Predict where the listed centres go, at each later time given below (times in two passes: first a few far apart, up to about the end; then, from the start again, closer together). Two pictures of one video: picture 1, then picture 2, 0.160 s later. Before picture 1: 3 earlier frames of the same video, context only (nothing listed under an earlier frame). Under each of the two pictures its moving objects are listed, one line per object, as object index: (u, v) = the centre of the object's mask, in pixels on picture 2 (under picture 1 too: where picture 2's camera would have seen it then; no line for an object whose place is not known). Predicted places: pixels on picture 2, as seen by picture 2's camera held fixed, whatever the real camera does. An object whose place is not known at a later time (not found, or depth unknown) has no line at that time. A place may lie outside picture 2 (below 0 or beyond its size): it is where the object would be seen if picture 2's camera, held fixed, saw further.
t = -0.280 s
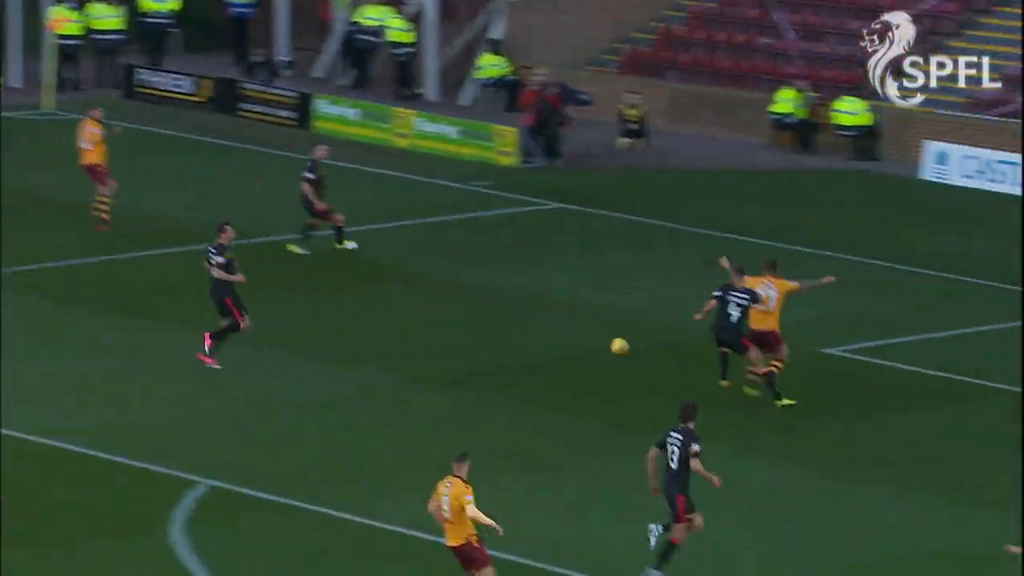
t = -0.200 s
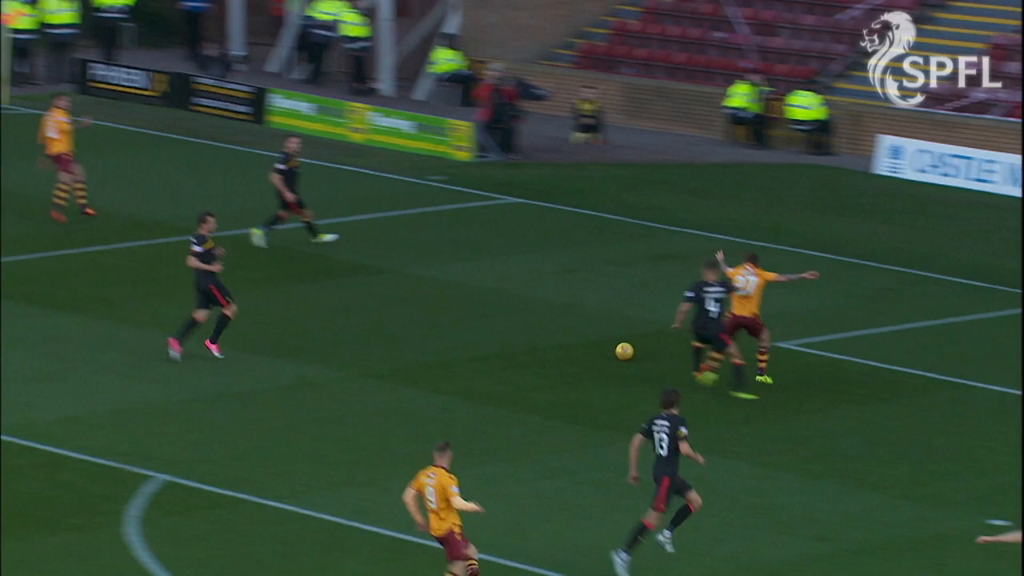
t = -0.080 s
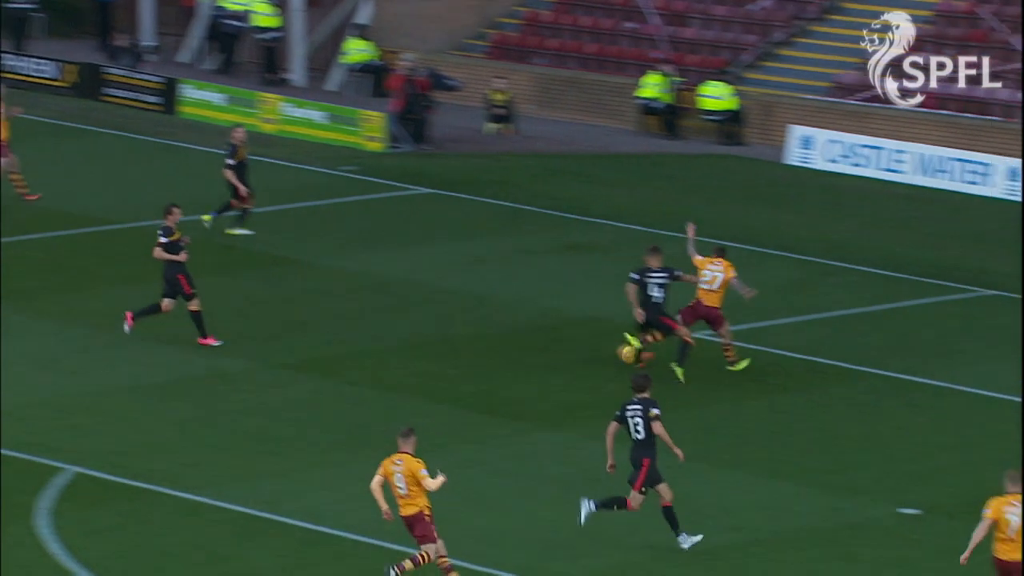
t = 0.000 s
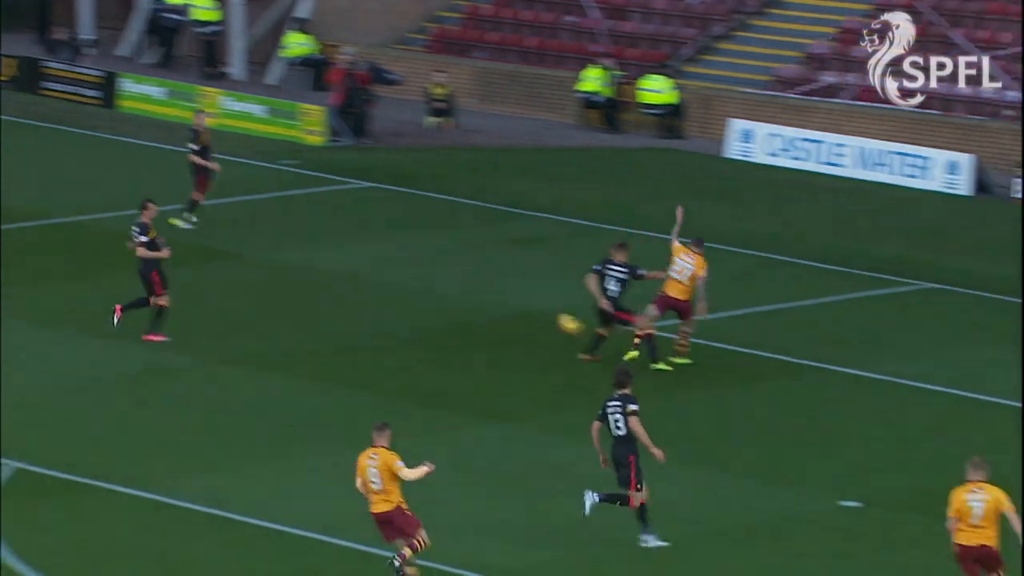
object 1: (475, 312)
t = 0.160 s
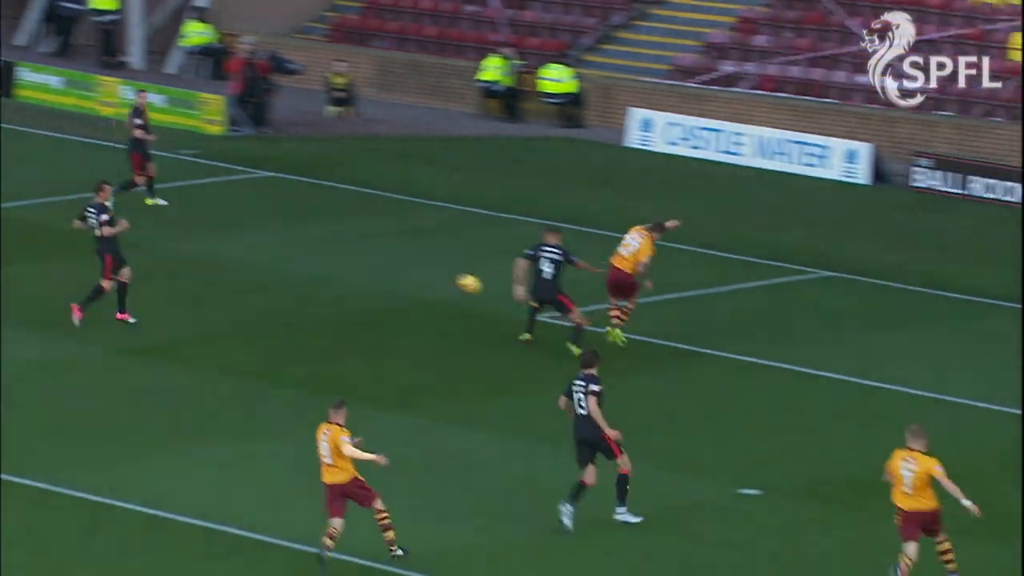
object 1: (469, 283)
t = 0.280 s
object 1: (469, 270)
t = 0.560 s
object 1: (470, 284)
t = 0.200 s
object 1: (468, 277)
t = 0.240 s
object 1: (469, 273)
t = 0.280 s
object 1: (469, 270)
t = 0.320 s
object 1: (470, 269)
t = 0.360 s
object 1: (470, 269)
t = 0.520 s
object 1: (470, 279)
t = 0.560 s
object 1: (470, 284)
